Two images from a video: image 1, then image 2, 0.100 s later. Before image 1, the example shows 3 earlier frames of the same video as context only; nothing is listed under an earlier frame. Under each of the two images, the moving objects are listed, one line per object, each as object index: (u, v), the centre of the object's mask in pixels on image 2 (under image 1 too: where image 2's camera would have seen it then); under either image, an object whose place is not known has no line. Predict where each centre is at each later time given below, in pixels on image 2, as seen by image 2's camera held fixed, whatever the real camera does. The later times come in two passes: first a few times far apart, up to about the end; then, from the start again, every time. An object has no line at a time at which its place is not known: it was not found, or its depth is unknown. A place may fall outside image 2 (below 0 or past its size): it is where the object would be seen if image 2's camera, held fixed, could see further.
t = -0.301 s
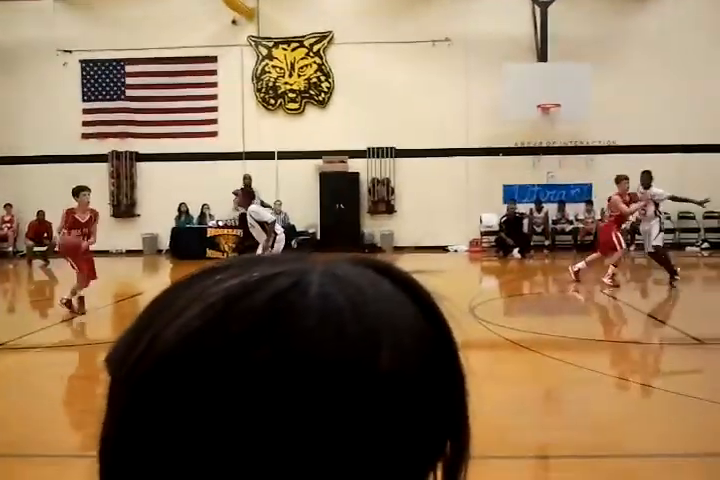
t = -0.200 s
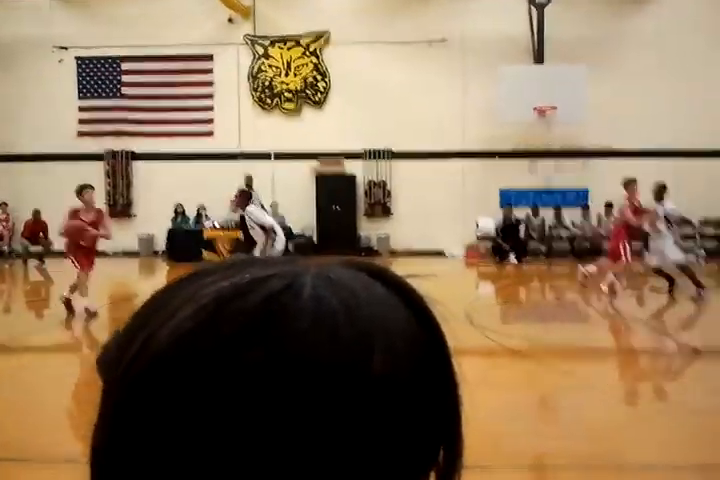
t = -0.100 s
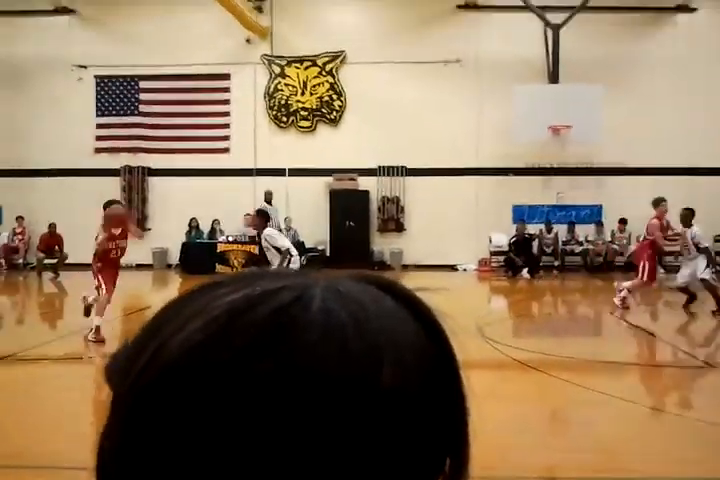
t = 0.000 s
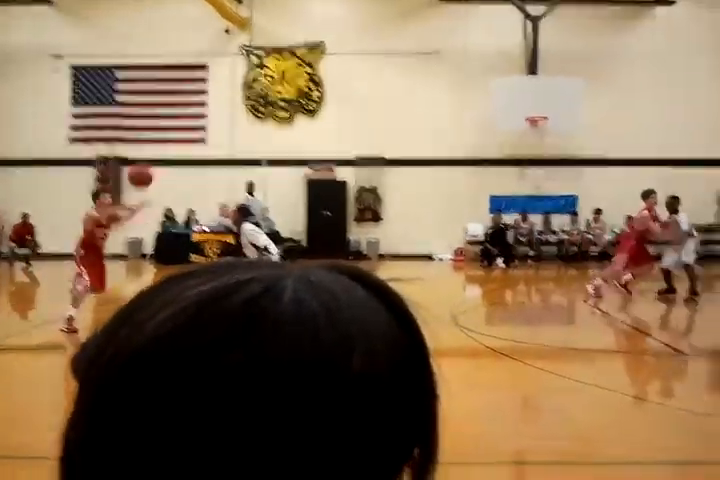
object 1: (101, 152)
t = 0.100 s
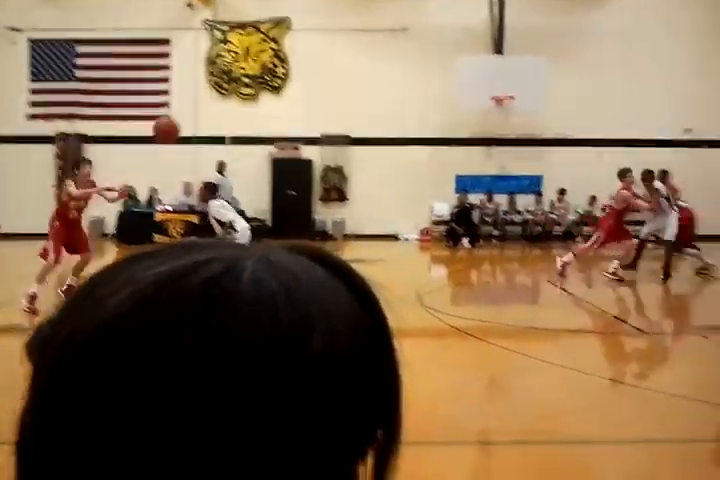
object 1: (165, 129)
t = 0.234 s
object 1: (268, 111)
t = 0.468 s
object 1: (481, 118)
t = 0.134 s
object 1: (189, 122)
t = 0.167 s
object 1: (215, 118)
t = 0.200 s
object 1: (240, 113)
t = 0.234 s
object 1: (268, 111)
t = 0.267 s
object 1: (295, 107)
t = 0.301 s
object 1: (323, 105)
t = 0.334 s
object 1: (351, 105)
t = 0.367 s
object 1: (380, 105)
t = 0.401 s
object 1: (411, 109)
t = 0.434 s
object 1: (444, 113)
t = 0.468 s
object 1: (481, 118)
